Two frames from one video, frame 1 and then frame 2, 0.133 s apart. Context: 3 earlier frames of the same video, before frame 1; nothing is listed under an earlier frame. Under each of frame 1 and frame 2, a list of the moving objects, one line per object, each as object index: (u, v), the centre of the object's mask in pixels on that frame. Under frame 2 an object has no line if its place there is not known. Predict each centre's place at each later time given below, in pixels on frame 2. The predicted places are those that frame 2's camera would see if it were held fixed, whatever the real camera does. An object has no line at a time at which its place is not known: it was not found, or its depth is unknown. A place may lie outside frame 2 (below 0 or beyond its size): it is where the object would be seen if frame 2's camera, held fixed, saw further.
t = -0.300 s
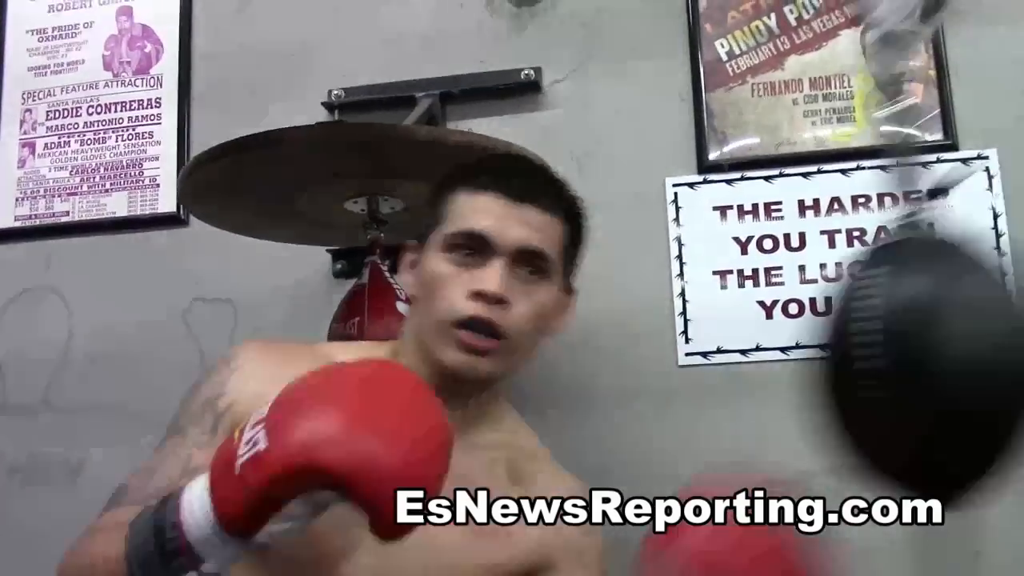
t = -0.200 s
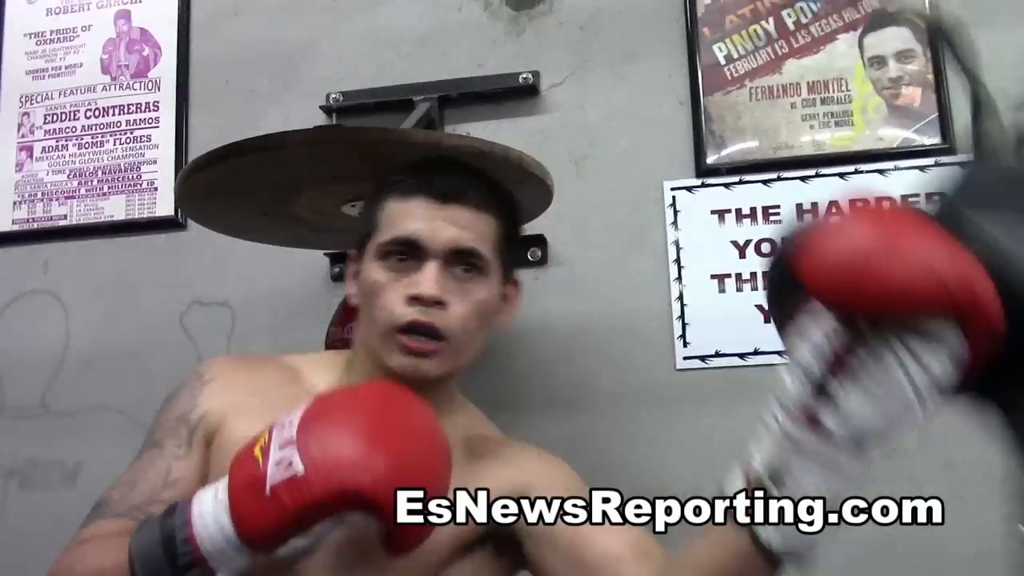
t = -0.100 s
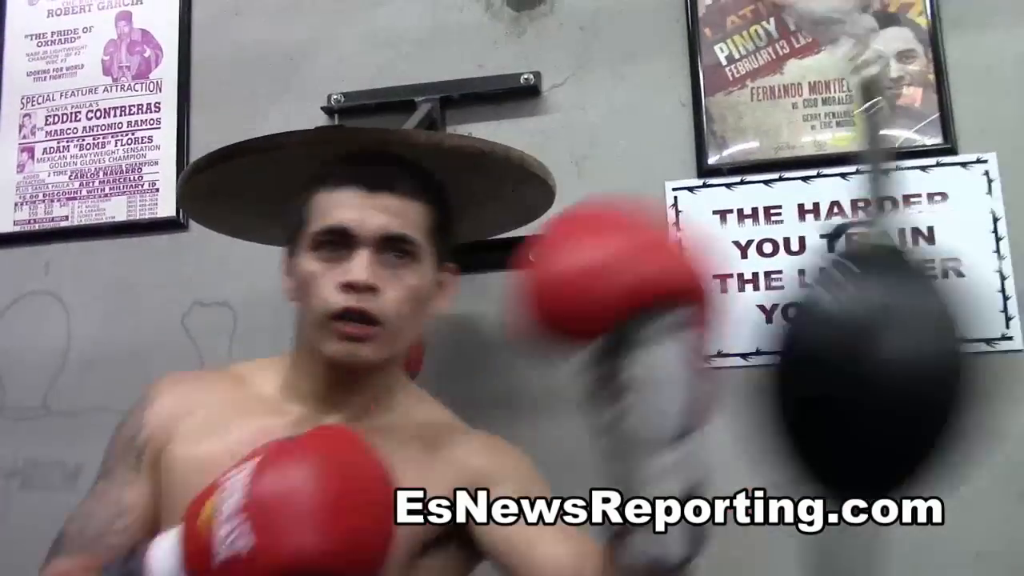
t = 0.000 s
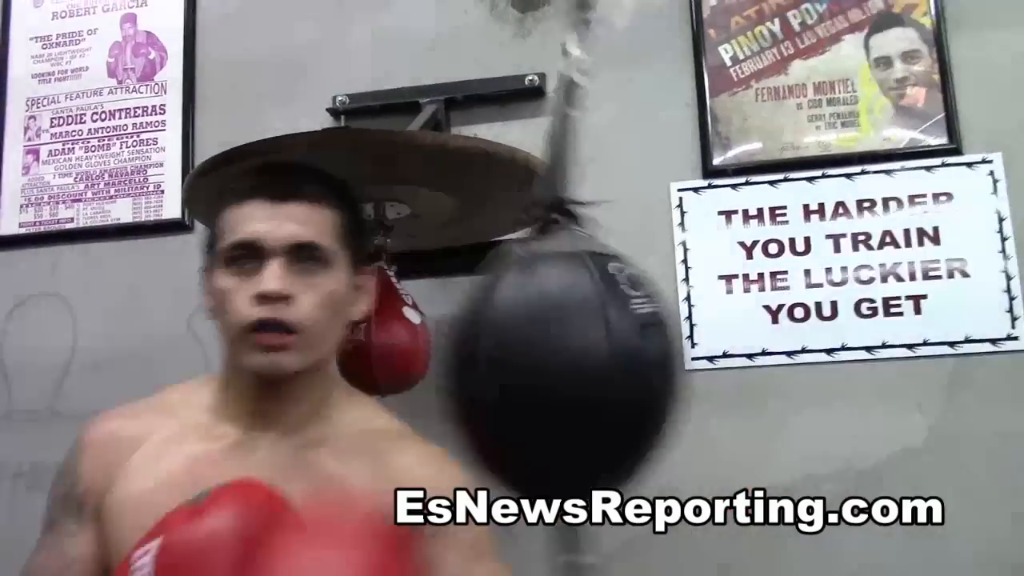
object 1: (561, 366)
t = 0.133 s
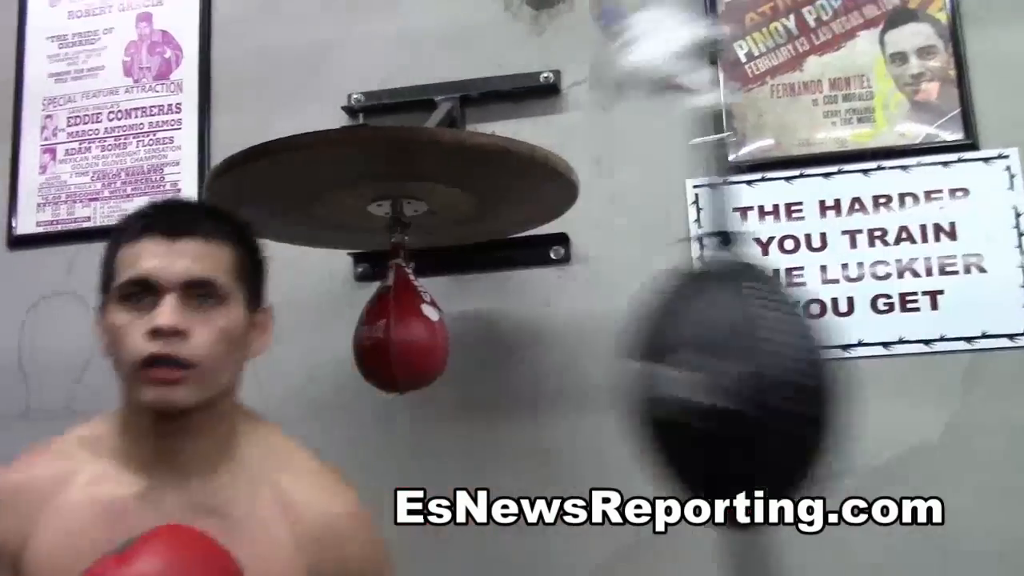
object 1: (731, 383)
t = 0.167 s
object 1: (831, 385)
